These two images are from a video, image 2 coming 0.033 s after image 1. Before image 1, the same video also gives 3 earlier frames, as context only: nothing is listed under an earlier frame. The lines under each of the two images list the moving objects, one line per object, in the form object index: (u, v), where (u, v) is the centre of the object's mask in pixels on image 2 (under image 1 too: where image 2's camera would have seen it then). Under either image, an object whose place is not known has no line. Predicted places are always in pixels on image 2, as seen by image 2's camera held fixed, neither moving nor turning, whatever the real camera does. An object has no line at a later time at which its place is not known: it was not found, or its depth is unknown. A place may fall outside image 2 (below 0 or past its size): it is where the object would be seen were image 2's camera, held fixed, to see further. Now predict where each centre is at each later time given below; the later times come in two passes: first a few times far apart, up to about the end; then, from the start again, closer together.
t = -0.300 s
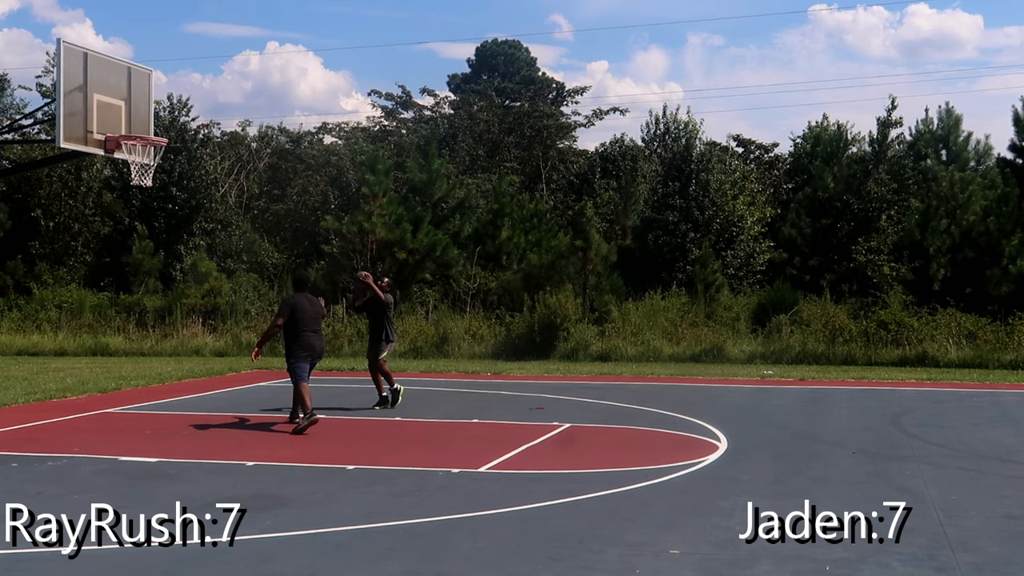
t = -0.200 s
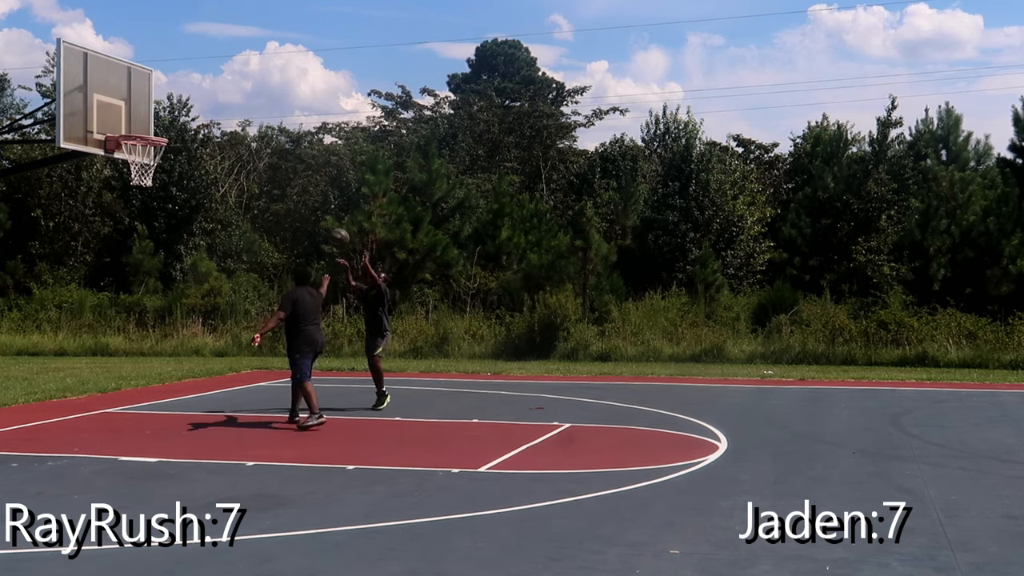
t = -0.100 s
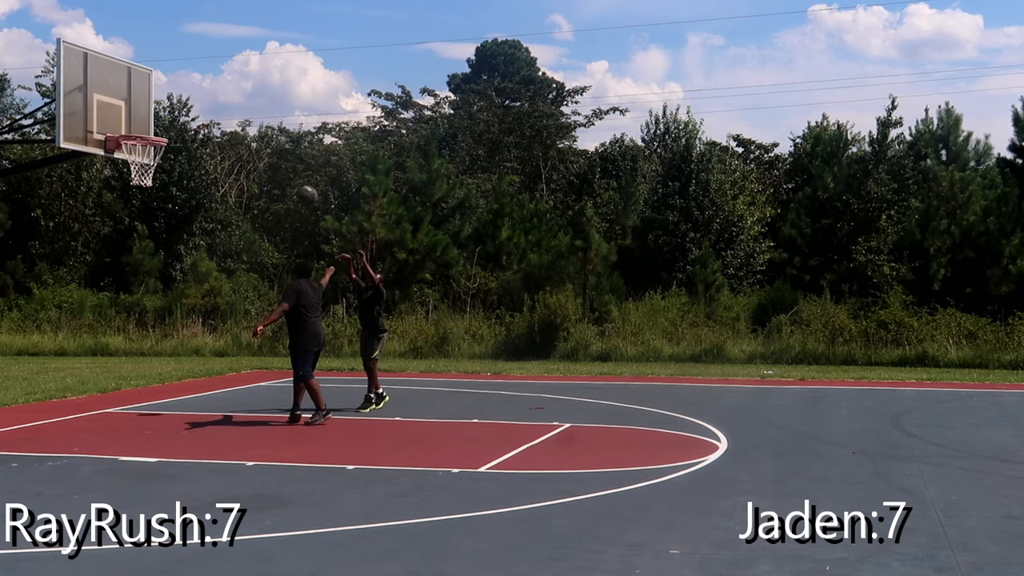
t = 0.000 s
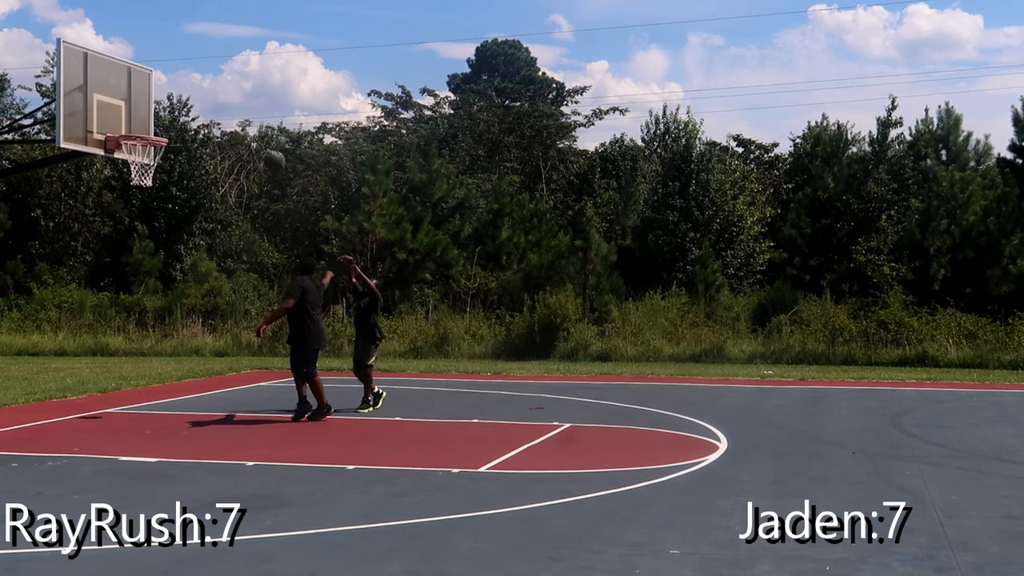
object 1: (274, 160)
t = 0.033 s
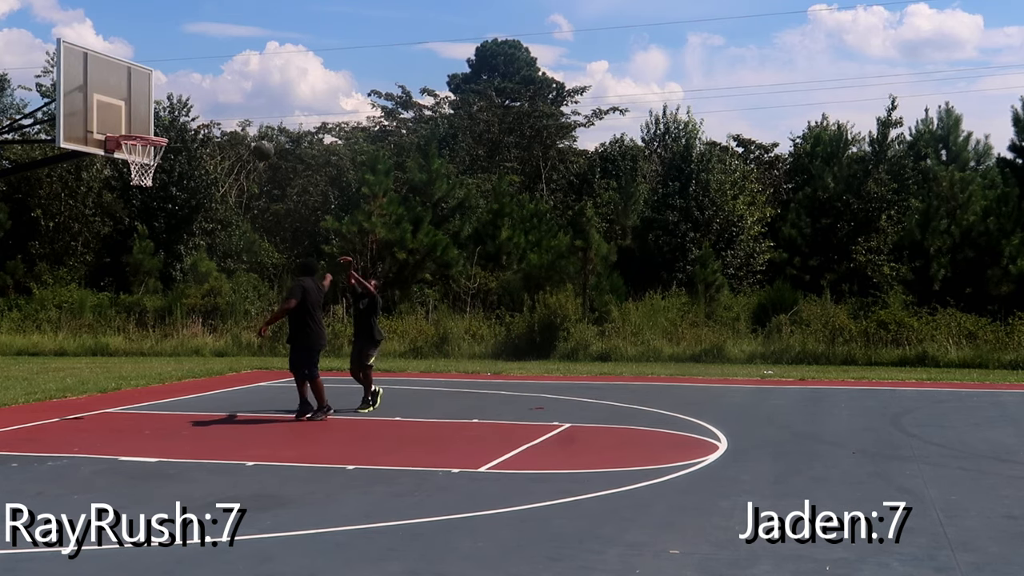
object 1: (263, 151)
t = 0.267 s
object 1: (180, 105)
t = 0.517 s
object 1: (123, 106)
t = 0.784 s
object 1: (137, 170)
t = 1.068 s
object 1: (151, 327)
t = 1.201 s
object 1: (158, 437)
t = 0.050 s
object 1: (257, 146)
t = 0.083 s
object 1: (245, 138)
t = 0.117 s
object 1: (234, 130)
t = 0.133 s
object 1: (228, 126)
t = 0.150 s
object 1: (222, 123)
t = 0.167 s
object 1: (216, 119)
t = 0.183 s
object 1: (211, 116)
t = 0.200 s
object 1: (205, 114)
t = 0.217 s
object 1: (198, 111)
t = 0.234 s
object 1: (192, 109)
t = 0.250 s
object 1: (186, 107)
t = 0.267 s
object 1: (180, 105)
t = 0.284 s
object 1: (174, 103)
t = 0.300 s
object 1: (168, 102)
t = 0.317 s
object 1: (162, 101)
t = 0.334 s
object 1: (155, 100)
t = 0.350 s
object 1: (149, 100)
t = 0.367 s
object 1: (143, 99)
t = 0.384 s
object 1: (136, 99)
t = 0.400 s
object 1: (129, 100)
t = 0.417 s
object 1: (123, 100)
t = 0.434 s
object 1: (119, 100)
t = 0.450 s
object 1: (120, 101)
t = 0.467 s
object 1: (121, 102)
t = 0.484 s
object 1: (121, 103)
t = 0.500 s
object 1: (122, 104)
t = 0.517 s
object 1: (123, 106)
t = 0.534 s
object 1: (124, 108)
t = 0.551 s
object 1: (125, 110)
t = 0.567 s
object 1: (126, 113)
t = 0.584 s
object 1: (126, 115)
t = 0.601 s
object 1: (127, 119)
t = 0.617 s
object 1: (128, 122)
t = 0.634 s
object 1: (128, 125)
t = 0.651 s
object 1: (129, 129)
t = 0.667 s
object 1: (130, 133)
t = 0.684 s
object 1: (131, 138)
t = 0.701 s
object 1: (132, 143)
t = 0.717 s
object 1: (134, 147)
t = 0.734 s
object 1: (134, 154)
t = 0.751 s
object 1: (134, 159)
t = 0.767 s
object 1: (136, 165)
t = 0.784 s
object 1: (137, 170)
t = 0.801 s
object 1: (137, 177)
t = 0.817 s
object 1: (138, 184)
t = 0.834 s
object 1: (139, 192)
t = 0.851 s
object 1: (140, 197)
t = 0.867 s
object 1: (141, 207)
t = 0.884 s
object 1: (142, 215)
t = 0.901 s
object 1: (144, 222)
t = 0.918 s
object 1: (142, 233)
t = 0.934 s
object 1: (145, 242)
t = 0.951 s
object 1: (146, 251)
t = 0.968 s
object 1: (148, 259)
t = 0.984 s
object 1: (148, 270)
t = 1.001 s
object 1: (148, 281)
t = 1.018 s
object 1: (149, 292)
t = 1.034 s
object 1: (150, 303)
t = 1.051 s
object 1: (150, 316)
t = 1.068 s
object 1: (151, 327)
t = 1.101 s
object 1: (153, 352)
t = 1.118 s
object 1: (154, 365)
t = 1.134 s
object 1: (154, 379)
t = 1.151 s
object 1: (155, 393)
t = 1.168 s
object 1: (156, 407)
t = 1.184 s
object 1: (157, 422)
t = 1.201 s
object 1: (158, 437)
